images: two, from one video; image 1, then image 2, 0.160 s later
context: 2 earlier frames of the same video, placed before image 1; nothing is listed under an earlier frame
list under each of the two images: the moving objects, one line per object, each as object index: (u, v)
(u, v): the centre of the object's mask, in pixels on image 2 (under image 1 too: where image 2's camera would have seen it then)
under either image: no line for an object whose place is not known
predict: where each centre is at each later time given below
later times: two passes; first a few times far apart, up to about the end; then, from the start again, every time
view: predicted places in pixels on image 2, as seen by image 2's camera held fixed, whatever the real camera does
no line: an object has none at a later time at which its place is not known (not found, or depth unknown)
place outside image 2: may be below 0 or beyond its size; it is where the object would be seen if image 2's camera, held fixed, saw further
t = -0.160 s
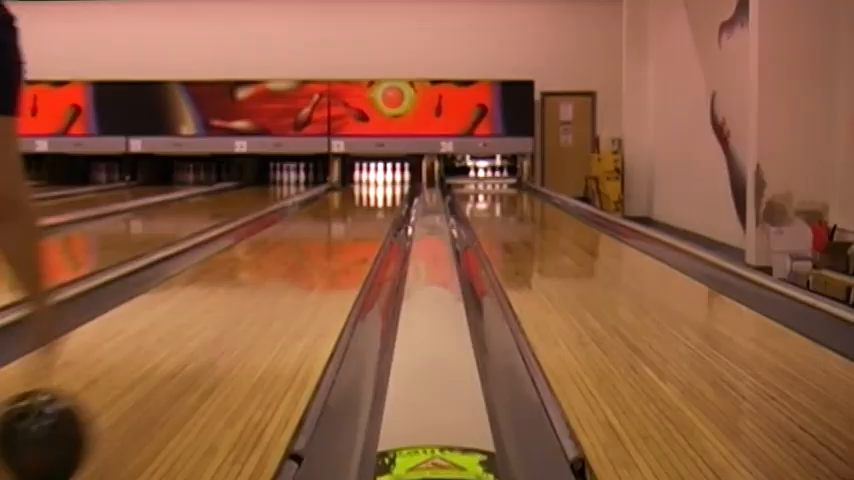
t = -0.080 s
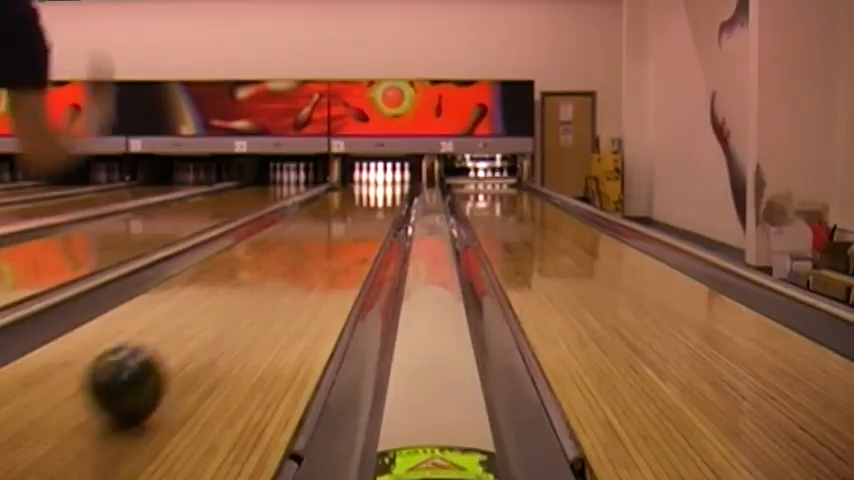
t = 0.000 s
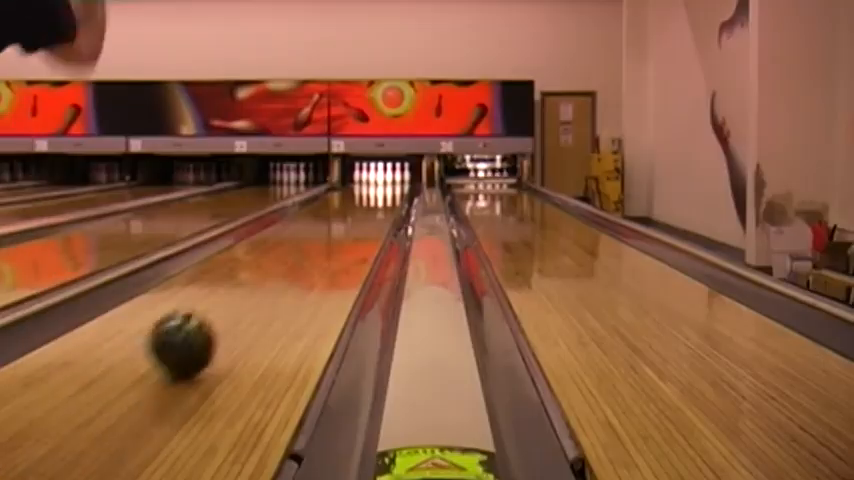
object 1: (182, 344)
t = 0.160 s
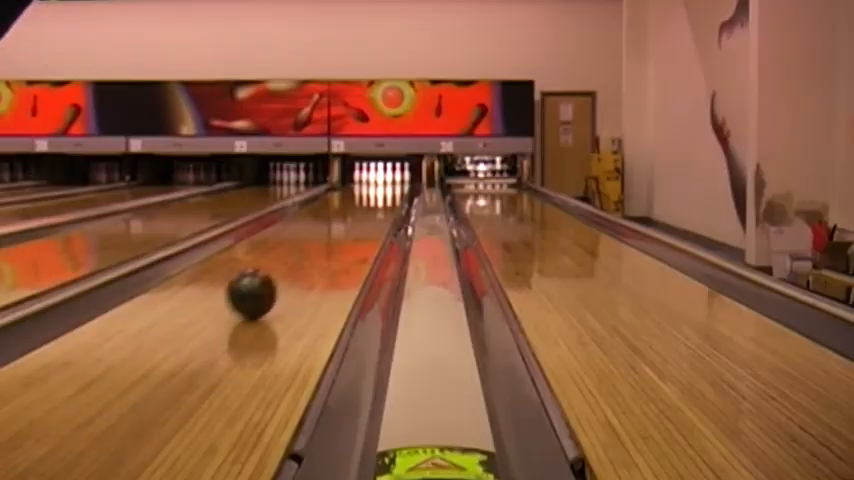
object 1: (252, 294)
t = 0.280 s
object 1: (284, 271)
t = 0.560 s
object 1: (329, 237)
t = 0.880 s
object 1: (357, 215)
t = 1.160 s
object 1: (371, 203)
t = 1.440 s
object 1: (381, 194)
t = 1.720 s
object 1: (386, 188)
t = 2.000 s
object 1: (388, 184)
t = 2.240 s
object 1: (386, 181)
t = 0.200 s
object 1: (264, 285)
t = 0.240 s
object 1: (275, 278)
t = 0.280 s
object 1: (284, 271)
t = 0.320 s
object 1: (292, 264)
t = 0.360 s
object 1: (300, 258)
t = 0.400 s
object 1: (307, 252)
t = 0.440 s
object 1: (313, 248)
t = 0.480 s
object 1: (319, 244)
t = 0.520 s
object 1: (324, 241)
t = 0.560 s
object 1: (329, 237)
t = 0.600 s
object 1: (333, 234)
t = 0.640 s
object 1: (338, 231)
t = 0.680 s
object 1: (342, 227)
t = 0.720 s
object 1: (345, 225)
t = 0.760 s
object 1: (349, 222)
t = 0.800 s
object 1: (352, 219)
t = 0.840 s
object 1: (354, 217)
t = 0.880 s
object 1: (357, 215)
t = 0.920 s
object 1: (360, 213)
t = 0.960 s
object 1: (362, 211)
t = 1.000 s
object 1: (364, 208)
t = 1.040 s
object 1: (366, 206)
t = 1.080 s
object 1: (368, 205)
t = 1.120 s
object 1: (369, 204)
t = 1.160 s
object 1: (371, 203)
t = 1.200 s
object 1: (373, 201)
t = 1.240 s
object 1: (376, 200)
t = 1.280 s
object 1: (376, 199)
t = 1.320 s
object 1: (377, 198)
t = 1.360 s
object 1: (378, 197)
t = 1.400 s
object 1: (379, 196)
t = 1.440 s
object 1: (381, 194)
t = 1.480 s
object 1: (382, 194)
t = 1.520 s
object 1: (382, 192)
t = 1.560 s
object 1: (383, 192)
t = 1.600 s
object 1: (384, 190)
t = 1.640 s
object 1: (385, 190)
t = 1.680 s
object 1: (385, 189)
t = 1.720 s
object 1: (386, 188)
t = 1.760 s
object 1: (386, 188)
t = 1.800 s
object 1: (387, 187)
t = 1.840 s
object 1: (388, 187)
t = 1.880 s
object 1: (387, 186)
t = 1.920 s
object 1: (388, 185)
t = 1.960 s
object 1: (388, 185)
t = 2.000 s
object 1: (388, 184)
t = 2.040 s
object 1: (388, 183)
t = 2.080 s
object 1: (388, 183)
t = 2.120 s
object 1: (388, 183)
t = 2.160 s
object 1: (388, 183)
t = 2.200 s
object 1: (387, 182)
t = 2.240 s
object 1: (386, 181)
